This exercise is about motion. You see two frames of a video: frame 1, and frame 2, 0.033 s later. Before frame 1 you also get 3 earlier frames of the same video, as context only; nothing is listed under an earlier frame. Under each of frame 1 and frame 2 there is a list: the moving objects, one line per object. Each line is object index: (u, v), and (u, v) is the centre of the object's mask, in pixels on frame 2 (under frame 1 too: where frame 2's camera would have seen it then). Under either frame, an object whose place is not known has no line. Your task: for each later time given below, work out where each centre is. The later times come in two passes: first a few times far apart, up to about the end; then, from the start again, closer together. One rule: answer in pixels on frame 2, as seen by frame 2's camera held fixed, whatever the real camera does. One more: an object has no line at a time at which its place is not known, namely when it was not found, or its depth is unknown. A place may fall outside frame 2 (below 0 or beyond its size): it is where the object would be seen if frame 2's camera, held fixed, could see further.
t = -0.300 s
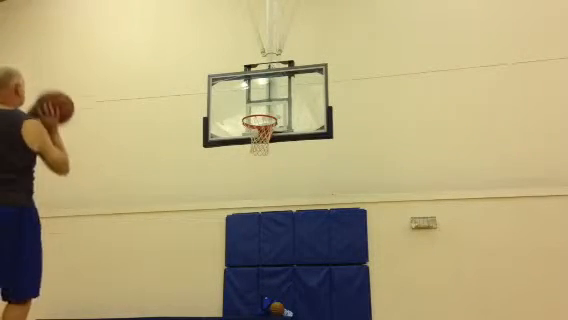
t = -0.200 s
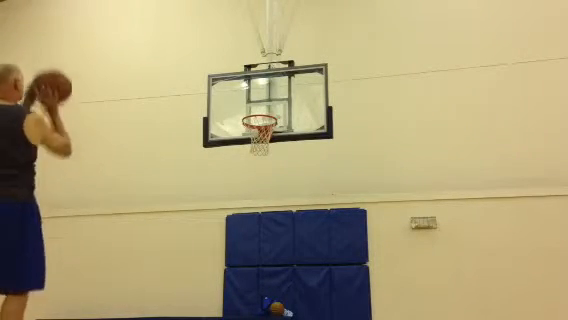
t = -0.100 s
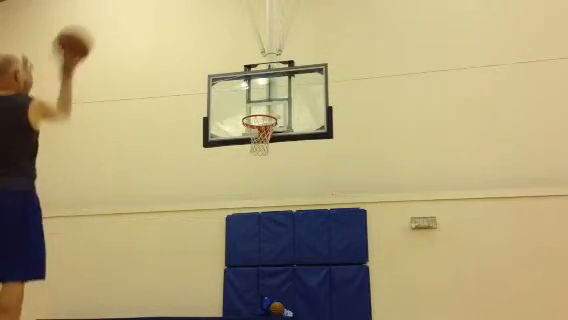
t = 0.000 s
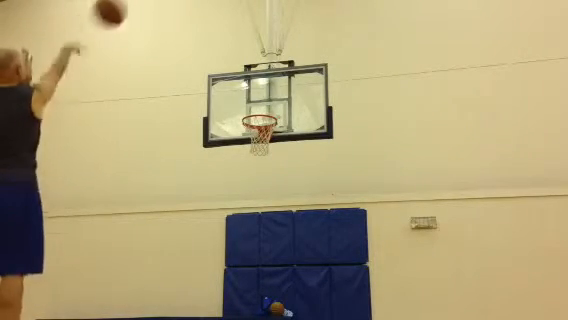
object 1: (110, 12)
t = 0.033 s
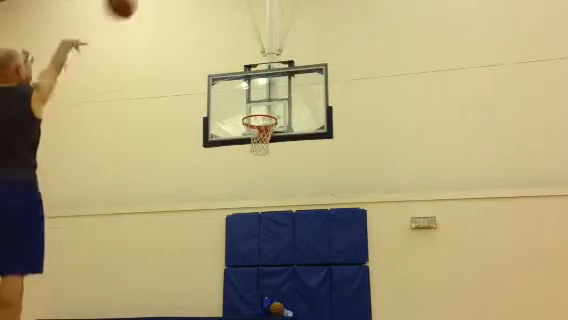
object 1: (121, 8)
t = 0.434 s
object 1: (206, 9)
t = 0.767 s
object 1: (245, 92)
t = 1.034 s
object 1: (265, 114)
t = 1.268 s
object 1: (264, 99)
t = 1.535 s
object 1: (261, 107)
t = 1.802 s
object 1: (253, 135)
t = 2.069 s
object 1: (257, 164)
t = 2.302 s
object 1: (263, 232)
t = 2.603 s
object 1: (263, 314)
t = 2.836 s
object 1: (266, 254)
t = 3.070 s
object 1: (272, 231)
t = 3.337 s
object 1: (279, 254)
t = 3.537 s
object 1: (280, 313)
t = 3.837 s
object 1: (285, 289)
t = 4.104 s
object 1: (287, 277)
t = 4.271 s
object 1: (289, 307)
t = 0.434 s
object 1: (206, 9)
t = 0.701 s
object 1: (239, 70)
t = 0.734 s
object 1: (242, 81)
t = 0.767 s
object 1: (245, 92)
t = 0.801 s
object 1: (248, 102)
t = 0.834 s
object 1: (251, 108)
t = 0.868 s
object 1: (254, 109)
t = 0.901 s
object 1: (257, 110)
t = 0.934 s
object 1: (260, 112)
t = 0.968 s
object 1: (262, 115)
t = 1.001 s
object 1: (264, 116)
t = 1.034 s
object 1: (265, 114)
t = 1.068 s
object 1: (266, 111)
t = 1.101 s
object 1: (265, 107)
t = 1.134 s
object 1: (265, 104)
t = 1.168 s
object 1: (265, 102)
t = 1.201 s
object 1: (264, 101)
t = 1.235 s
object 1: (264, 100)
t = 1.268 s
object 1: (264, 99)
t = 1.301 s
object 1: (264, 100)
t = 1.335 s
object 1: (264, 101)
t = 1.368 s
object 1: (264, 103)
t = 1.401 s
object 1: (263, 106)
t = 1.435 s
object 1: (262, 108)
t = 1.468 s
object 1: (262, 108)
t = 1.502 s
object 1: (261, 107)
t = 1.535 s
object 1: (261, 107)
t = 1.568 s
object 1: (261, 109)
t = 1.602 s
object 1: (260, 111)
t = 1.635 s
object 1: (259, 114)
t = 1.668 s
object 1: (258, 118)
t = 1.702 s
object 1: (256, 122)
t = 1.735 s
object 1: (255, 124)
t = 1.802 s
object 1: (253, 135)
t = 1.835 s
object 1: (255, 140)
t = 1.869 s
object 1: (256, 145)
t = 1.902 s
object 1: (256, 147)
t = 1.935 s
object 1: (256, 148)
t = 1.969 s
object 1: (256, 151)
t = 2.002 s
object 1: (256, 154)
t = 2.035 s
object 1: (257, 158)
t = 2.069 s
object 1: (257, 164)
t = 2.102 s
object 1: (257, 170)
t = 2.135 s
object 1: (257, 177)
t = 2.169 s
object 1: (258, 185)
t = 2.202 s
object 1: (258, 194)
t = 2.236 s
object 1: (258, 203)
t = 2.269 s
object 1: (262, 215)
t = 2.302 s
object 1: (263, 232)
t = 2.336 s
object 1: (262, 239)
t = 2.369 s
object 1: (262, 248)
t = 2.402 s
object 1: (260, 268)
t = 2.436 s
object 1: (262, 282)
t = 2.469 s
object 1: (260, 303)
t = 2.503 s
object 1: (261, 313)
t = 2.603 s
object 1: (263, 314)
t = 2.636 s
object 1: (263, 307)
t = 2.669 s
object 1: (264, 295)
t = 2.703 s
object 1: (264, 285)
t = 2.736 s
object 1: (264, 276)
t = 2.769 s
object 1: (265, 269)
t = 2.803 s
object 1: (265, 262)
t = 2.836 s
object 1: (266, 254)
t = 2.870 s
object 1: (268, 248)
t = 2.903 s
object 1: (268, 243)
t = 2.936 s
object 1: (269, 240)
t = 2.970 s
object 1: (269, 236)
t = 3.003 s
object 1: (270, 234)
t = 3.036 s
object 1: (271, 232)
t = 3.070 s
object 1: (272, 231)
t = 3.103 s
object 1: (272, 231)
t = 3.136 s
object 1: (272, 231)
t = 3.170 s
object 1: (273, 233)
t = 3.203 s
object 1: (274, 235)
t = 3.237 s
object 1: (275, 238)
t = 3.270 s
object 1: (276, 242)
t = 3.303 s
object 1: (277, 247)
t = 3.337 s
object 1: (279, 254)
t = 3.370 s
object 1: (279, 260)
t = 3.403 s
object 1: (279, 270)
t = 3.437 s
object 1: (279, 279)
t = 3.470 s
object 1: (280, 290)
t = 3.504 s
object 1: (280, 302)
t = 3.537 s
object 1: (280, 313)
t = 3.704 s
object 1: (282, 311)
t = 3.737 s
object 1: (284, 304)
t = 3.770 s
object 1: (284, 296)
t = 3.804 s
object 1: (284, 291)
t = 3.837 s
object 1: (285, 289)
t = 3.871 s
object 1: (285, 280)
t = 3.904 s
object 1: (286, 278)
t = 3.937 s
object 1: (286, 276)
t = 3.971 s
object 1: (286, 274)
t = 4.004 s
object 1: (286, 275)
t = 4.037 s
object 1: (286, 274)
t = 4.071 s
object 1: (286, 275)
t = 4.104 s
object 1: (287, 277)
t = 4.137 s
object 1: (287, 281)
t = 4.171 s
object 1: (287, 285)
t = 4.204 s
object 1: (288, 290)
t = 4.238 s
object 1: (289, 296)
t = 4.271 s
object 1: (289, 307)
